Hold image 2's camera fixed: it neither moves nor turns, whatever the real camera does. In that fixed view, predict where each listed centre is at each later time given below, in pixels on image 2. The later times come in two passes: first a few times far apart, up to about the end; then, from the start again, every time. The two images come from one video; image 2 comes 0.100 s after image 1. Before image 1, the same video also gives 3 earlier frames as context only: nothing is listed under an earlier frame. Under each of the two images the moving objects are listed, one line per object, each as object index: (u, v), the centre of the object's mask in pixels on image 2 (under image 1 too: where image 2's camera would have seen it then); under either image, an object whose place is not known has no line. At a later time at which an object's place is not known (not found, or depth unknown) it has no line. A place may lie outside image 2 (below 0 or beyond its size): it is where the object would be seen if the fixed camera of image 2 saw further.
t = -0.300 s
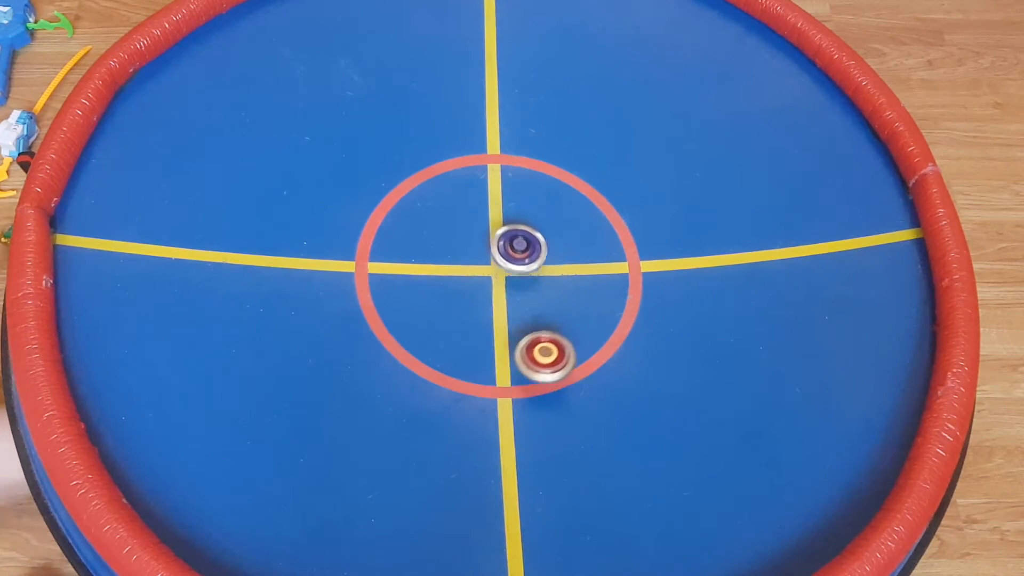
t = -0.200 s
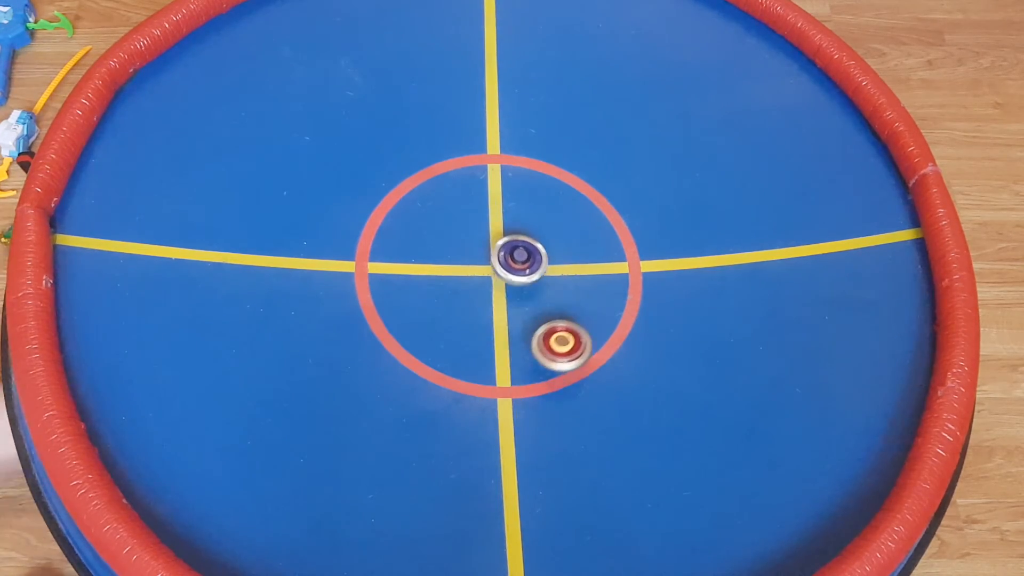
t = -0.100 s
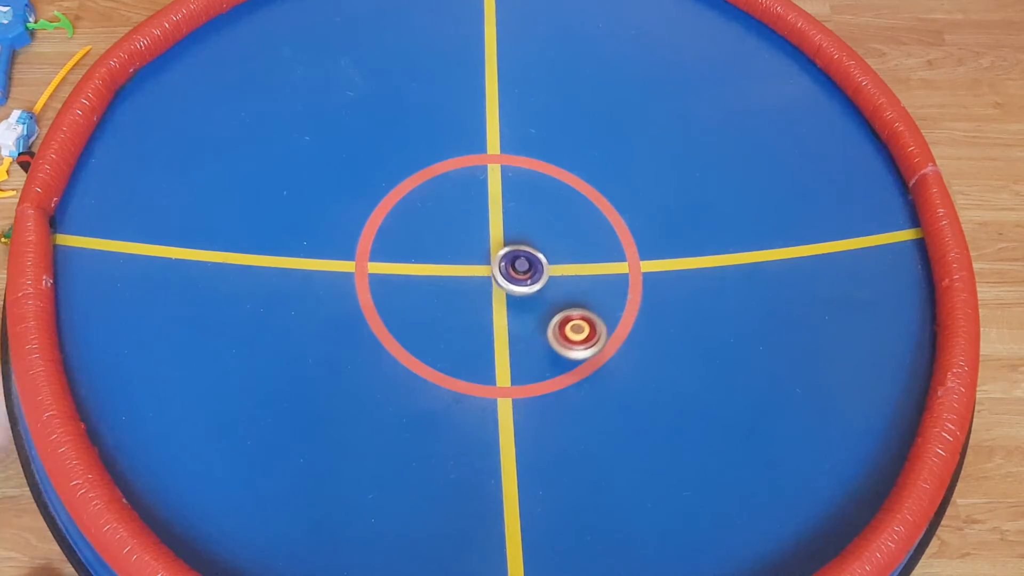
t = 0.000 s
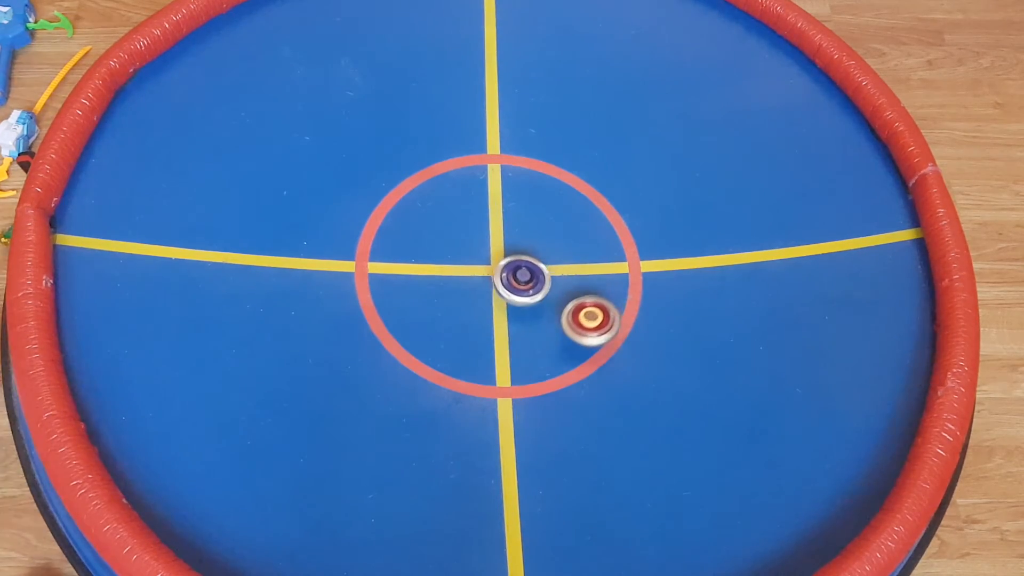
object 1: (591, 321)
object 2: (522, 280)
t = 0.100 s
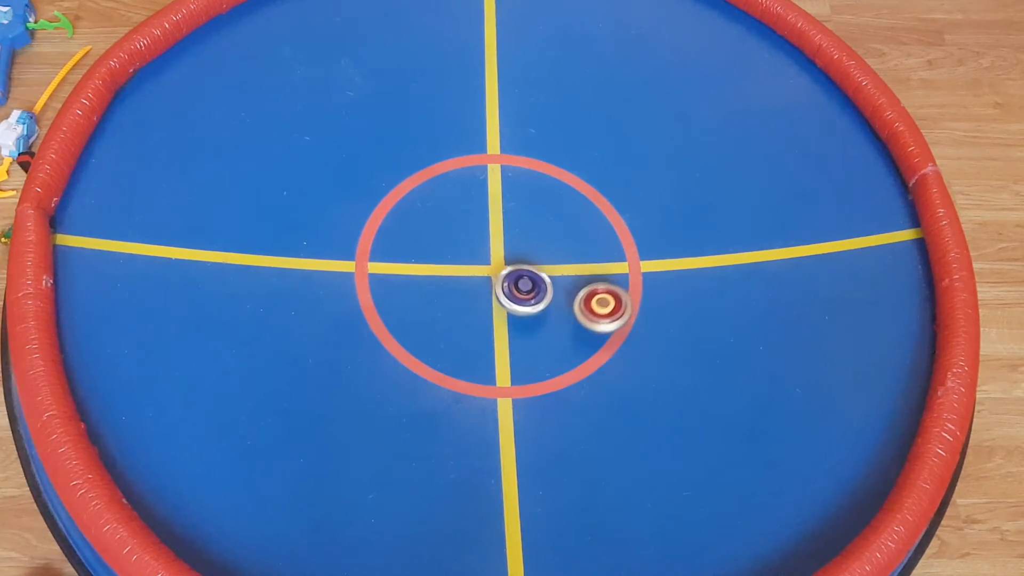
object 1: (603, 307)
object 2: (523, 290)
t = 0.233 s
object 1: (616, 289)
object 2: (526, 302)
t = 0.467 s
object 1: (634, 257)
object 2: (532, 320)
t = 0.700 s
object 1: (639, 225)
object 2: (538, 333)
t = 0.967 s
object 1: (629, 195)
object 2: (540, 336)
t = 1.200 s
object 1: (607, 179)
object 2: (541, 325)
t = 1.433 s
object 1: (575, 175)
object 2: (544, 306)
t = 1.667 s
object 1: (537, 182)
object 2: (545, 285)
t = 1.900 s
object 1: (498, 195)
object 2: (546, 263)
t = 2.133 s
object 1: (462, 214)
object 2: (545, 242)
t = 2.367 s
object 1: (435, 238)
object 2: (543, 223)
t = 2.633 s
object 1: (416, 268)
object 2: (537, 206)
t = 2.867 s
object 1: (414, 296)
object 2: (531, 202)
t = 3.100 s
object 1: (425, 321)
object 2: (527, 200)
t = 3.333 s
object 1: (450, 336)
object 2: (525, 211)
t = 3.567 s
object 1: (486, 340)
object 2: (522, 228)
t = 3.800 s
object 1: (530, 333)
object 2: (520, 248)
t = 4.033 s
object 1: (569, 319)
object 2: (518, 268)
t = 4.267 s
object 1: (602, 299)
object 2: (518, 289)
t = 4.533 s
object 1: (630, 272)
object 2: (519, 309)
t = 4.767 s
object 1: (642, 250)
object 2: (523, 321)
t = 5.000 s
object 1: (637, 228)
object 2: (528, 324)
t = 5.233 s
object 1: (618, 213)
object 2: (533, 318)
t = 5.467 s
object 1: (587, 206)
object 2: (538, 304)
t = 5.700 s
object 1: (549, 204)
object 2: (544, 286)
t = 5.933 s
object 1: (509, 207)
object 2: (547, 267)
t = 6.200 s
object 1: (470, 217)
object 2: (550, 246)
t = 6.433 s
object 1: (441, 232)
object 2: (550, 230)
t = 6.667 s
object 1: (424, 250)
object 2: (548, 218)
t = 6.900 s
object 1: (420, 272)
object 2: (542, 213)
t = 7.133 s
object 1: (430, 293)
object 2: (532, 213)
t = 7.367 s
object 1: (455, 308)
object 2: (524, 221)
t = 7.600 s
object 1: (489, 316)
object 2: (518, 232)
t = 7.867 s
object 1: (533, 315)
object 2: (512, 250)
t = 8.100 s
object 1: (568, 309)
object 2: (509, 267)
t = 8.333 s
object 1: (599, 296)
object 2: (510, 281)
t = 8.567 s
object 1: (621, 278)
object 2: (514, 296)
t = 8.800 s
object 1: (629, 259)
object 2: (520, 305)
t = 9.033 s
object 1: (623, 245)
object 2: (528, 309)
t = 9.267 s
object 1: (603, 231)
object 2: (536, 305)
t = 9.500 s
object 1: (572, 222)
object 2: (543, 295)
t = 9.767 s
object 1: (533, 216)
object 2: (550, 279)
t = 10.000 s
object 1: (501, 215)
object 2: (553, 263)
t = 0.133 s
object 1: (606, 302)
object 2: (524, 293)
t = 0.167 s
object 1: (610, 298)
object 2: (525, 296)
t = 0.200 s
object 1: (613, 294)
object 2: (526, 299)
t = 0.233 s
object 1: (616, 289)
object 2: (526, 302)
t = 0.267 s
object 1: (619, 284)
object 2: (527, 304)
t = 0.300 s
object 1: (622, 280)
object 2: (528, 308)
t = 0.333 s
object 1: (625, 275)
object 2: (529, 310)
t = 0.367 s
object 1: (628, 270)
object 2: (529, 313)
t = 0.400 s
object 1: (630, 266)
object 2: (530, 315)
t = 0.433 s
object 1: (632, 261)
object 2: (531, 318)
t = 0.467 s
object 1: (634, 257)
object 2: (532, 320)
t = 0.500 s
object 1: (635, 252)
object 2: (533, 322)
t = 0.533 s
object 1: (637, 248)
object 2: (533, 324)
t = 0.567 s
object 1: (638, 243)
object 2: (534, 326)
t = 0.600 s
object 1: (639, 238)
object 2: (535, 328)
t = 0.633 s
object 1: (640, 234)
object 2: (536, 330)
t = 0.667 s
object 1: (640, 229)
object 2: (537, 332)
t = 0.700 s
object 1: (639, 225)
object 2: (538, 333)
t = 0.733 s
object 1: (639, 221)
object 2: (538, 335)
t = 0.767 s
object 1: (638, 216)
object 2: (539, 335)
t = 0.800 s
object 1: (637, 212)
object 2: (540, 336)
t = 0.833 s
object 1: (636, 209)
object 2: (540, 337)
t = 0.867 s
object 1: (635, 205)
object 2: (540, 337)
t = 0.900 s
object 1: (633, 201)
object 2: (539, 337)
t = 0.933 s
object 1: (631, 198)
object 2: (539, 337)
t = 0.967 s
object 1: (629, 195)
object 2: (540, 336)
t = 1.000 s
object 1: (627, 192)
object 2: (540, 335)
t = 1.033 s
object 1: (624, 189)
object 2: (540, 333)
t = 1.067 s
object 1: (621, 187)
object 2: (540, 332)
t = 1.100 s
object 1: (618, 185)
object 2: (540, 331)
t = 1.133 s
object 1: (615, 183)
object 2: (540, 329)
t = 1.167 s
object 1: (611, 181)
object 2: (541, 326)
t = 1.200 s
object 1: (607, 179)
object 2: (541, 325)
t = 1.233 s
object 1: (603, 178)
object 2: (542, 322)
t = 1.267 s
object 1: (599, 177)
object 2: (542, 320)
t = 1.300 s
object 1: (594, 176)
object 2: (542, 317)
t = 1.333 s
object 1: (590, 175)
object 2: (543, 315)
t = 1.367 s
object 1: (585, 175)
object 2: (543, 312)
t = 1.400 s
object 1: (581, 175)
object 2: (543, 309)
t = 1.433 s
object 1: (575, 175)
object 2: (544, 306)
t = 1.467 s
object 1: (570, 175)
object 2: (544, 303)
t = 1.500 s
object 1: (565, 176)
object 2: (544, 300)
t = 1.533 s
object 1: (559, 176)
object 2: (544, 297)
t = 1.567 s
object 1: (554, 177)
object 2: (544, 295)
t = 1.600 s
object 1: (548, 179)
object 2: (545, 291)
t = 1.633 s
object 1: (543, 180)
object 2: (545, 288)
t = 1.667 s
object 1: (537, 182)
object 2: (545, 285)
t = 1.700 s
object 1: (531, 184)
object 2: (545, 282)
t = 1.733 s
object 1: (526, 185)
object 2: (545, 279)
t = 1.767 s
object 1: (520, 187)
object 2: (545, 276)
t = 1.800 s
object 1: (514, 189)
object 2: (546, 273)
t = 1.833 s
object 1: (509, 191)
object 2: (546, 269)
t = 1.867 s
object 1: (504, 193)
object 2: (546, 266)
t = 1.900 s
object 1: (498, 195)
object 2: (546, 263)
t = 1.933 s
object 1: (493, 198)
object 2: (546, 260)
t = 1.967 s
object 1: (487, 200)
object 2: (546, 257)
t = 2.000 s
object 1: (482, 203)
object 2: (546, 254)
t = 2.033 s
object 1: (477, 205)
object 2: (546, 251)
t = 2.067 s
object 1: (472, 208)
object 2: (545, 248)
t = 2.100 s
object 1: (467, 211)
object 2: (545, 245)
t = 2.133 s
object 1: (462, 214)
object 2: (545, 242)
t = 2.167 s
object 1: (458, 217)
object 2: (544, 239)
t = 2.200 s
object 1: (453, 221)
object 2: (544, 237)
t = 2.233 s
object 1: (449, 224)
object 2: (544, 234)
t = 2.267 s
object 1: (445, 227)
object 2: (544, 231)
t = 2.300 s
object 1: (441, 231)
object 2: (543, 229)
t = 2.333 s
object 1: (438, 234)
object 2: (543, 226)
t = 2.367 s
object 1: (435, 238)
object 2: (543, 223)
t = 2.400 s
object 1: (432, 241)
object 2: (542, 221)
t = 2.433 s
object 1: (429, 245)
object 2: (542, 218)
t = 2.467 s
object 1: (426, 249)
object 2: (541, 216)
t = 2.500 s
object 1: (424, 253)
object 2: (540, 214)
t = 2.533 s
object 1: (422, 256)
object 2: (539, 212)
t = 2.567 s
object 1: (419, 260)
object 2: (539, 210)
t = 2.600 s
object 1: (418, 264)
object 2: (538, 207)
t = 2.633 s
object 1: (416, 268)
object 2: (537, 206)
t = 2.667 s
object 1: (415, 272)
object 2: (537, 204)
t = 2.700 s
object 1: (414, 276)
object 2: (536, 204)
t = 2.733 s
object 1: (413, 280)
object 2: (535, 203)
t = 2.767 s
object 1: (413, 284)
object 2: (534, 203)
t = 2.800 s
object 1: (413, 288)
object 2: (534, 203)
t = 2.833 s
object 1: (413, 292)
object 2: (532, 203)
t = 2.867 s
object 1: (414, 296)
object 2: (531, 202)
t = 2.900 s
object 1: (415, 300)
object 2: (530, 201)
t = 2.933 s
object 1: (417, 304)
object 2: (530, 200)
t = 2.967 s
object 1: (418, 307)
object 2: (529, 200)
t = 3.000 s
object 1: (420, 311)
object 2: (529, 200)
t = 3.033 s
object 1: (421, 315)
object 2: (528, 200)
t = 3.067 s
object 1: (423, 318)
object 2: (528, 200)
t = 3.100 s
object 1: (425, 321)
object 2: (527, 200)
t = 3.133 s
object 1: (428, 324)
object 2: (527, 201)
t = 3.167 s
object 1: (431, 326)
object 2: (526, 202)
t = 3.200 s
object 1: (434, 329)
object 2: (526, 204)
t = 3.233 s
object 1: (438, 331)
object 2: (526, 205)
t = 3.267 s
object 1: (442, 333)
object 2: (526, 207)
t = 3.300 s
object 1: (446, 335)
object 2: (526, 209)
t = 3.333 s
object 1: (450, 336)
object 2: (525, 211)
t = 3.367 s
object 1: (455, 338)
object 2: (525, 213)
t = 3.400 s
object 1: (459, 339)
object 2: (524, 215)
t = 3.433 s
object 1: (464, 340)
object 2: (524, 217)
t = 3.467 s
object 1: (469, 340)
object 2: (523, 220)
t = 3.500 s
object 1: (475, 341)
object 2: (523, 222)
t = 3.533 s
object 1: (480, 341)
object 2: (522, 225)
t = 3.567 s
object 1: (486, 340)
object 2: (522, 228)
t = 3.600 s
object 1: (492, 339)
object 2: (522, 231)
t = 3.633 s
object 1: (499, 339)
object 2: (522, 233)
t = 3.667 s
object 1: (505, 338)
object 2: (521, 236)
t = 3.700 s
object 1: (511, 337)
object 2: (521, 239)
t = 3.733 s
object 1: (517, 336)
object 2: (520, 242)
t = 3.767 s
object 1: (524, 335)
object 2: (520, 245)
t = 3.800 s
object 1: (530, 333)
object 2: (520, 248)
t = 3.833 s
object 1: (535, 331)
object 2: (519, 251)
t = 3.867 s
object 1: (541, 329)
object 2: (519, 253)
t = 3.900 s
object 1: (547, 328)
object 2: (519, 256)
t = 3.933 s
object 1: (552, 326)
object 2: (518, 259)
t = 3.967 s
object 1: (558, 324)
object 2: (518, 262)
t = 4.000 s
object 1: (564, 322)
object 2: (518, 265)
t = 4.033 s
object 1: (569, 319)
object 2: (518, 268)
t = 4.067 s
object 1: (574, 317)
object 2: (517, 271)
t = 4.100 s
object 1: (580, 314)
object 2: (517, 274)
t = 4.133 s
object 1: (585, 311)
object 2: (518, 277)
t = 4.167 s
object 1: (590, 308)
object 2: (518, 280)
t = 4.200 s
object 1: (594, 305)
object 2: (517, 283)
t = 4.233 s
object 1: (598, 302)
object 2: (518, 286)
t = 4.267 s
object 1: (602, 299)
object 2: (518, 289)
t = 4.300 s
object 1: (606, 296)
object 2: (518, 292)
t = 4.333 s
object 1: (610, 294)
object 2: (518, 295)
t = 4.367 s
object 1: (614, 291)
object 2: (518, 297)
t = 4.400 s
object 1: (617, 287)
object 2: (518, 300)
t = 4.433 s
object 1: (621, 283)
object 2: (519, 302)
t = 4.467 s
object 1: (624, 280)
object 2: (519, 304)
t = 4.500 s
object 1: (627, 276)
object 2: (519, 307)
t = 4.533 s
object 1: (630, 272)
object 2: (519, 309)
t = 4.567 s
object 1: (633, 269)
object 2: (520, 311)
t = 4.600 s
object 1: (635, 266)
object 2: (520, 313)
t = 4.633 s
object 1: (637, 263)
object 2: (521, 315)
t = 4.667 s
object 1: (639, 259)
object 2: (522, 317)
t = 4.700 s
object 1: (640, 256)
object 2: (522, 319)
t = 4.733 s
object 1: (641, 253)
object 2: (523, 320)
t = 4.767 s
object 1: (642, 250)
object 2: (523, 321)
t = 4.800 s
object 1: (643, 247)
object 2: (524, 323)
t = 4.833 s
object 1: (643, 243)
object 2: (525, 323)
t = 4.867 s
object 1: (642, 239)
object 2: (526, 324)
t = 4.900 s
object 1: (641, 236)
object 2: (527, 325)
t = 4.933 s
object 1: (640, 234)
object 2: (527, 325)
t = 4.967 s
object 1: (639, 231)
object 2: (527, 324)
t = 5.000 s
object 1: (637, 228)
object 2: (528, 324)
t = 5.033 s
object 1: (636, 225)
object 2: (528, 324)
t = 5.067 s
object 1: (633, 222)
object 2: (529, 323)
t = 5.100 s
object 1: (631, 221)
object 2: (529, 323)
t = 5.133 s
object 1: (628, 218)
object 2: (530, 322)
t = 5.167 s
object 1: (625, 216)
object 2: (532, 320)
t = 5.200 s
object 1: (622, 215)
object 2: (532, 319)
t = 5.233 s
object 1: (618, 213)
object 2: (533, 318)
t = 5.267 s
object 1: (615, 211)
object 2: (534, 316)
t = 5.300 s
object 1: (610, 210)
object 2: (534, 314)
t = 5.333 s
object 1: (606, 209)
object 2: (535, 312)
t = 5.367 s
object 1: (602, 208)
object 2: (536, 310)
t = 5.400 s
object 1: (597, 207)
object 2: (537, 308)
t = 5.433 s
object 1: (591, 207)
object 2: (538, 306)
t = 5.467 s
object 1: (587, 206)
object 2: (538, 304)
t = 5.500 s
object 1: (581, 205)
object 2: (539, 301)
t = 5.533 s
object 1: (576, 205)
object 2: (540, 299)
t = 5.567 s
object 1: (571, 205)
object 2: (540, 297)
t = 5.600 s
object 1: (566, 205)
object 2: (541, 294)
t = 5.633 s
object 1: (560, 204)
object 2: (542, 292)
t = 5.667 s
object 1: (554, 204)
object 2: (543, 289)
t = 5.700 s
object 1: (549, 204)
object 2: (544, 286)
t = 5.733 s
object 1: (543, 205)
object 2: (544, 284)
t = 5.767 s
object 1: (537, 205)
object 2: (545, 281)
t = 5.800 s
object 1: (532, 205)
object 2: (546, 278)
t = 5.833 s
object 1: (526, 205)
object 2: (546, 275)
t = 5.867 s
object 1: (521, 206)
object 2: (547, 273)
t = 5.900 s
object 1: (515, 206)
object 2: (547, 270)
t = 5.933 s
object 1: (509, 207)
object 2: (547, 267)
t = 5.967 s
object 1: (504, 208)
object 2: (548, 265)
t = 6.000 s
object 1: (499, 209)
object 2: (548, 262)
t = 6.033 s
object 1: (494, 210)
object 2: (548, 259)
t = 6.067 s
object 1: (489, 211)
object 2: (549, 256)
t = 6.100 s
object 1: (484, 212)
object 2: (549, 254)
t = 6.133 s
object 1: (479, 214)
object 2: (550, 251)
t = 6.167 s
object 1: (474, 215)
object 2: (550, 248)
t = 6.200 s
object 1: (470, 217)
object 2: (550, 246)
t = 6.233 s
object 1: (465, 218)
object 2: (550, 243)
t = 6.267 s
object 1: (461, 220)
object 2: (550, 241)
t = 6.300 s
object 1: (456, 222)
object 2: (550, 239)
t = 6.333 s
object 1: (452, 225)
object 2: (550, 236)
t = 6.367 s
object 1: (448, 227)
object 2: (550, 234)
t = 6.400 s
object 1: (445, 229)
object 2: (550, 232)
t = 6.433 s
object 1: (441, 232)
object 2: (550, 230)
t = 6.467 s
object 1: (438, 234)
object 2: (550, 228)
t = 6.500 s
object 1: (435, 237)
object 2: (550, 226)
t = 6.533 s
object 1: (432, 239)
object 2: (550, 224)
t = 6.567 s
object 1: (430, 242)
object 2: (549, 222)
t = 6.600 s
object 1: (427, 245)
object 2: (549, 221)
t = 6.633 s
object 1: (425, 247)
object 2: (549, 219)
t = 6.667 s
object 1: (424, 250)
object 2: (548, 218)
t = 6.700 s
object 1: (422, 253)
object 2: (547, 216)
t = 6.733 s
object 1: (421, 256)
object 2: (547, 215)
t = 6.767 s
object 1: (420, 260)
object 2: (547, 214)
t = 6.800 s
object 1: (420, 263)
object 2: (546, 214)
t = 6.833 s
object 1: (419, 266)
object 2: (545, 213)
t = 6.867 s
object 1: (419, 269)
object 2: (544, 213)
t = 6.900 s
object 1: (420, 272)
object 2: (542, 213)
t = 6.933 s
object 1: (420, 275)
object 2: (541, 213)
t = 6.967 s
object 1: (421, 278)
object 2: (539, 213)
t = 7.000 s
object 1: (422, 281)
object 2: (538, 213)
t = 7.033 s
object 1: (424, 284)
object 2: (536, 212)
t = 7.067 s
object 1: (425, 287)
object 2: (535, 213)
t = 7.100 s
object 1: (428, 290)
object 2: (533, 213)
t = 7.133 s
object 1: (430, 293)
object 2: (532, 213)
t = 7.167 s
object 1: (433, 295)
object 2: (531, 214)
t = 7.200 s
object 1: (436, 298)
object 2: (530, 215)
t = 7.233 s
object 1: (439, 300)
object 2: (529, 215)
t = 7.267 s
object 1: (443, 302)
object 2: (527, 217)
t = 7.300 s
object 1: (447, 304)
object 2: (526, 218)
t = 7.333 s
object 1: (450, 306)
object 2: (525, 219)
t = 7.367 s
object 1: (455, 308)
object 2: (524, 221)
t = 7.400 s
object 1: (459, 310)
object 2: (523, 222)
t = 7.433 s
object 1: (464, 311)
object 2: (522, 224)
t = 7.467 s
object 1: (468, 312)
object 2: (521, 225)
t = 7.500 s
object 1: (473, 314)
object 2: (521, 227)
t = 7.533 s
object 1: (478, 315)
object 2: (520, 228)
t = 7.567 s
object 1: (484, 315)
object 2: (519, 230)
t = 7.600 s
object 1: (489, 316)
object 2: (518, 232)
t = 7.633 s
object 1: (494, 316)
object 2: (518, 234)
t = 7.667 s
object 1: (500, 317)
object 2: (517, 236)
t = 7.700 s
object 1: (505, 317)
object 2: (516, 239)
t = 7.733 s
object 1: (511, 317)
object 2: (515, 241)
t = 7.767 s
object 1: (516, 317)
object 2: (514, 243)
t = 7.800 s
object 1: (522, 316)
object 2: (514, 246)
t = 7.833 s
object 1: (527, 316)
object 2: (513, 248)
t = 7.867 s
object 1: (533, 315)
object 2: (512, 250)
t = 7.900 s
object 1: (538, 315)
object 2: (511, 253)
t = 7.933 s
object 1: (544, 314)
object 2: (511, 255)
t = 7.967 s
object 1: (549, 313)
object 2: (510, 257)
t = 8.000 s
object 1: (554, 312)
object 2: (510, 260)
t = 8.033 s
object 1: (558, 311)
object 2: (509, 262)
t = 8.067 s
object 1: (563, 310)
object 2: (509, 265)
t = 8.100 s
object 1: (568, 309)
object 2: (509, 267)
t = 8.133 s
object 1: (573, 307)
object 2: (508, 269)
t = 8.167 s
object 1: (577, 305)
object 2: (509, 270)
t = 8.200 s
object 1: (582, 303)
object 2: (509, 273)
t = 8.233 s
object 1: (587, 301)
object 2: (509, 275)
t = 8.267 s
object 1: (591, 299)
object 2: (509, 276)
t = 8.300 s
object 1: (595, 298)
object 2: (509, 278)
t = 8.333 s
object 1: (599, 296)
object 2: (510, 281)
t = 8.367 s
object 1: (602, 293)
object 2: (511, 283)
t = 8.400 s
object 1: (605, 291)
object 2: (511, 286)
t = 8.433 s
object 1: (609, 288)
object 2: (511, 288)
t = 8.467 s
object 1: (612, 285)
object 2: (512, 290)
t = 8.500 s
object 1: (615, 282)
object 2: (512, 292)
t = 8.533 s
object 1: (618, 280)
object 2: (513, 294)
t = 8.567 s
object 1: (621, 278)
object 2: (514, 296)
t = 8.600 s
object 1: (623, 275)
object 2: (515, 298)
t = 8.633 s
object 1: (624, 272)
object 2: (516, 300)
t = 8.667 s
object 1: (626, 269)
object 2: (517, 301)
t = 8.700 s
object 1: (627, 267)
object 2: (518, 303)
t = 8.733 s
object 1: (628, 264)
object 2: (519, 304)
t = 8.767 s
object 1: (629, 262)
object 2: (520, 305)
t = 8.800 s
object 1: (629, 259)
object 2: (520, 305)
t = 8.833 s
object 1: (630, 257)
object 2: (521, 306)
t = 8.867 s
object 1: (629, 255)
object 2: (523, 307)
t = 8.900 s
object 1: (629, 254)
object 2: (524, 308)
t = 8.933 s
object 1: (628, 252)
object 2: (525, 308)
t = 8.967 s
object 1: (627, 249)
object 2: (526, 309)
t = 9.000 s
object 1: (625, 247)
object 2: (527, 309)
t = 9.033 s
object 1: (623, 245)
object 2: (528, 309)
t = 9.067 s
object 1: (621, 243)
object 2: (529, 308)
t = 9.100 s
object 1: (619, 240)
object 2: (531, 308)
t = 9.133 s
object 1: (616, 238)
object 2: (532, 308)
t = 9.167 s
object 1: (613, 236)
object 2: (533, 307)
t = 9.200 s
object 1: (610, 234)
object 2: (534, 307)
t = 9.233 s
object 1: (606, 233)
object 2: (535, 306)
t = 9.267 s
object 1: (603, 231)
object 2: (536, 305)
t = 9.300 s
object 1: (599, 230)
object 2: (537, 304)
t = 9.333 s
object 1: (595, 228)
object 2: (539, 302)
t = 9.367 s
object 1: (591, 227)
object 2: (539, 301)
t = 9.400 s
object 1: (586, 226)
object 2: (540, 300)
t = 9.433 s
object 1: (582, 224)
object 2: (541, 298)
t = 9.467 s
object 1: (577, 223)
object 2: (541, 297)
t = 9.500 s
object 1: (572, 222)
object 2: (543, 295)
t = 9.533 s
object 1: (567, 221)
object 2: (544, 293)
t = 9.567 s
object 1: (562, 220)
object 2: (545, 292)
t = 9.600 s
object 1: (558, 219)
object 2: (546, 289)
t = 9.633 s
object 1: (553, 218)
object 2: (547, 287)
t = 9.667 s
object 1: (548, 217)
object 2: (548, 285)
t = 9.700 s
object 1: (543, 216)
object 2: (549, 283)
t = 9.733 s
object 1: (538, 216)
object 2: (550, 281)
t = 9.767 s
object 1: (533, 216)
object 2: (550, 279)
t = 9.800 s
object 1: (529, 216)
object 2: (551, 276)
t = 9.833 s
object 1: (524, 215)
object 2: (552, 274)
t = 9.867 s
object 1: (519, 215)
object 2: (552, 272)
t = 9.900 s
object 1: (515, 215)
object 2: (553, 270)
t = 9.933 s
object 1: (510, 215)
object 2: (553, 267)
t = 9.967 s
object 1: (505, 216)
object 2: (553, 265)
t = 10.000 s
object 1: (501, 215)
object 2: (553, 263)
